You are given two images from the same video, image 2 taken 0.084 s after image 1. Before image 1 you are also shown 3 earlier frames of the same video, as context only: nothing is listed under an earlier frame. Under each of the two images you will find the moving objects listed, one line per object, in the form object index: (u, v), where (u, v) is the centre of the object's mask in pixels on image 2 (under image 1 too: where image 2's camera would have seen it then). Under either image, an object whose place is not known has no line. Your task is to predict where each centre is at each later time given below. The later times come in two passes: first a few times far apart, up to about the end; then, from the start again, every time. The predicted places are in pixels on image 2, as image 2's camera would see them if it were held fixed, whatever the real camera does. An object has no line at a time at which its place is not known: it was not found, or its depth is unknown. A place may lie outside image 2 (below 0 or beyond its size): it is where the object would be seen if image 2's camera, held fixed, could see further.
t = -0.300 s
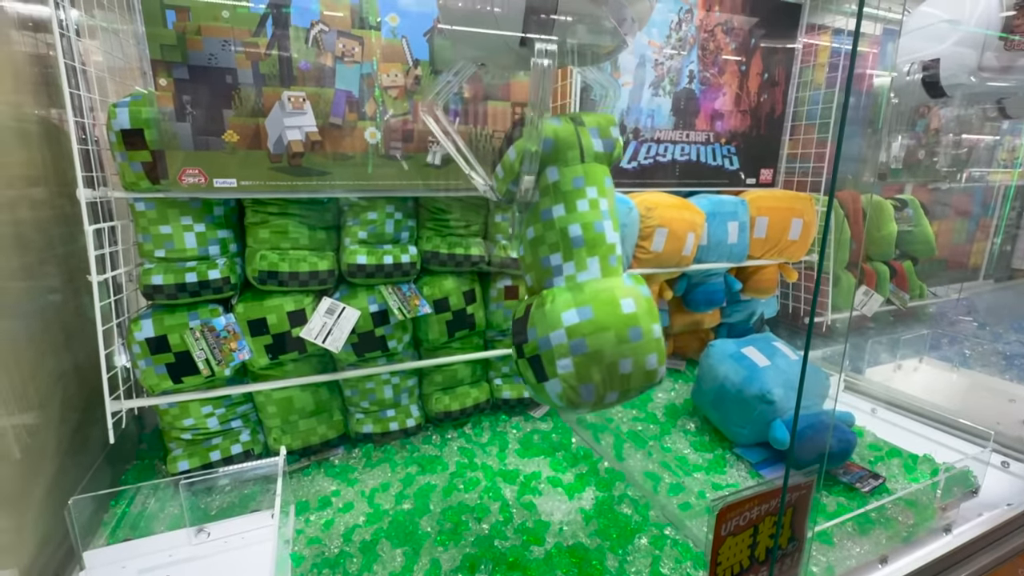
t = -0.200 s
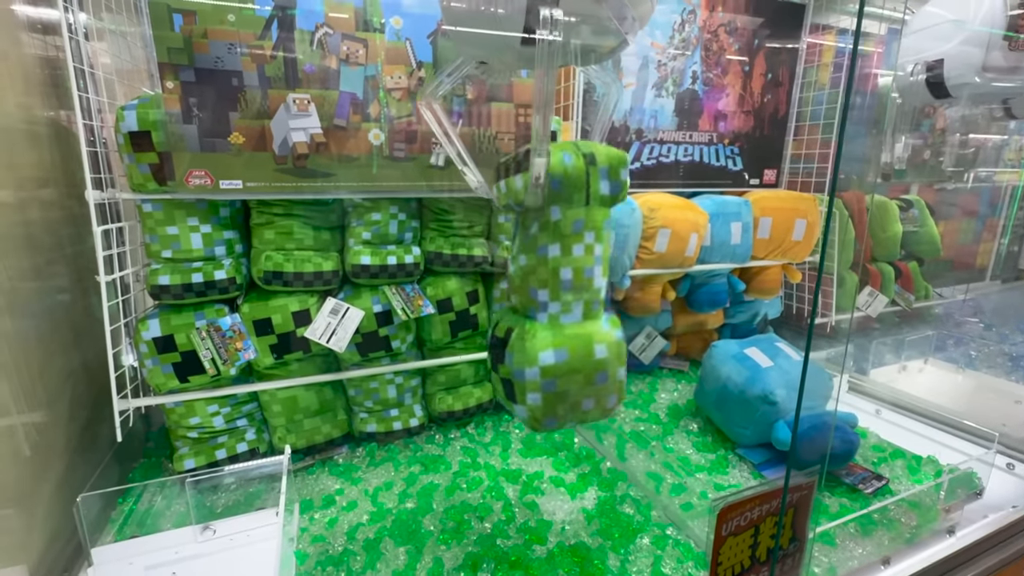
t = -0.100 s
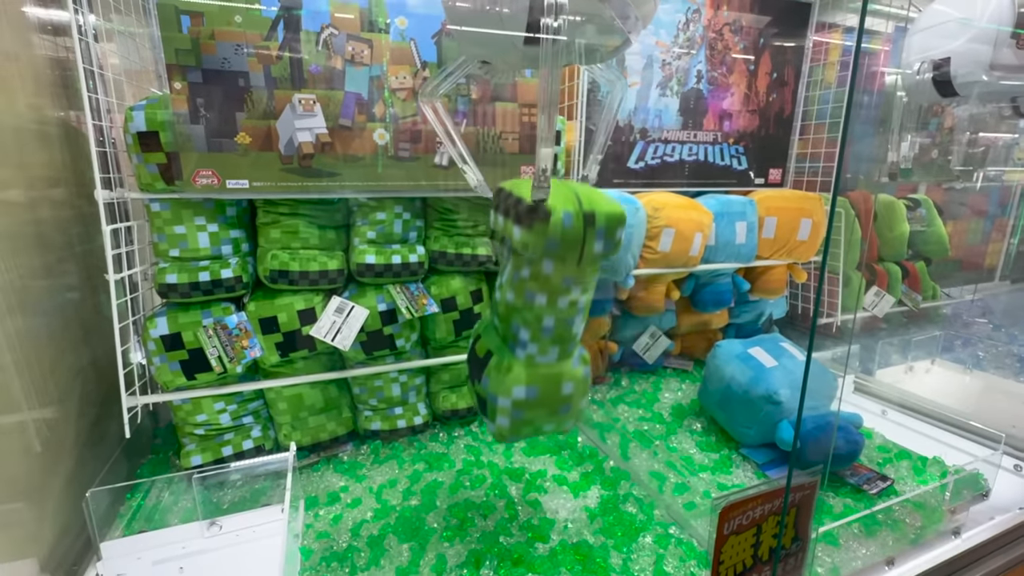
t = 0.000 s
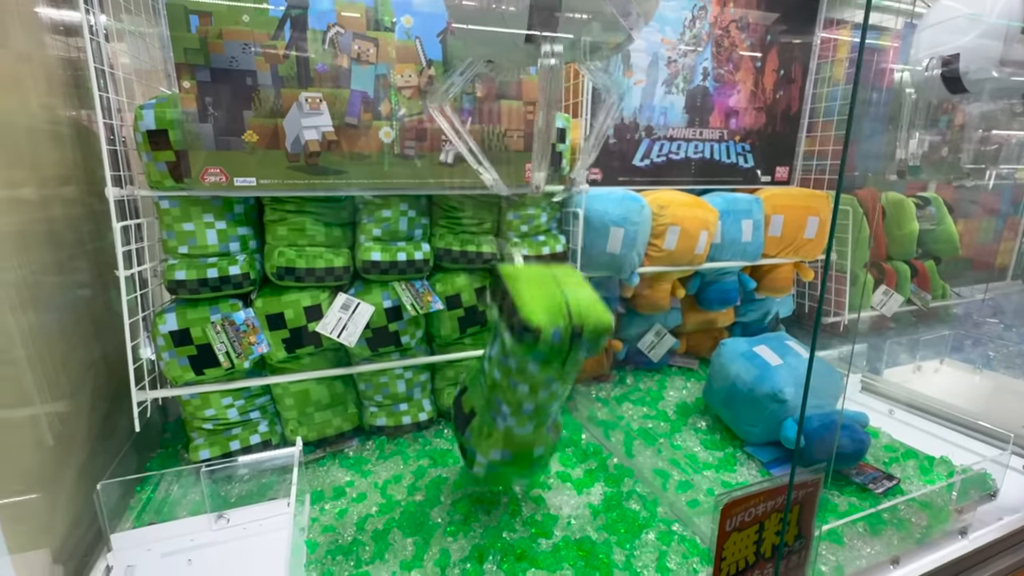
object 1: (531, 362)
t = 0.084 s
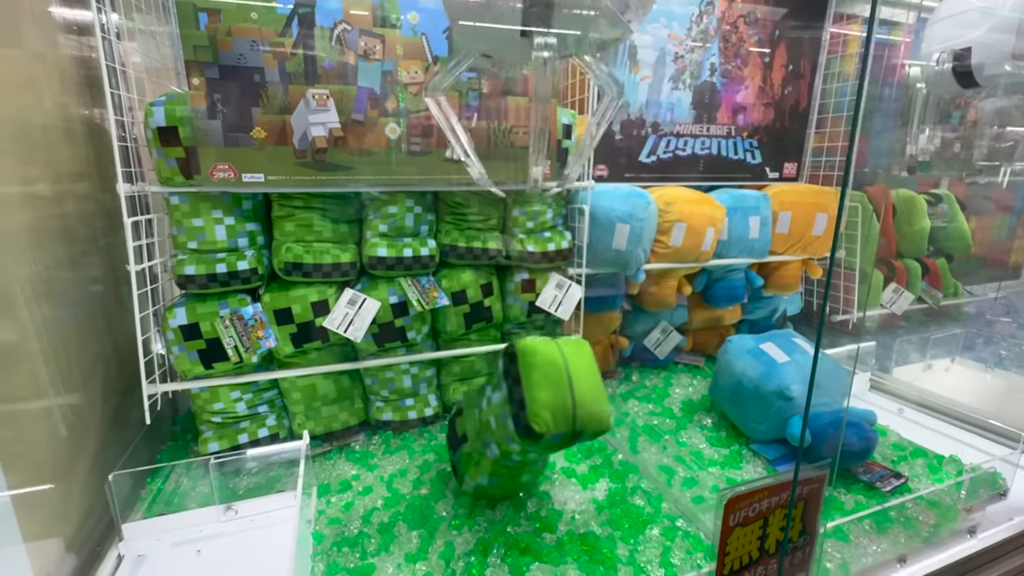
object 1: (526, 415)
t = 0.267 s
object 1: (578, 460)
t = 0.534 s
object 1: (580, 493)
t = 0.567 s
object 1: (580, 493)
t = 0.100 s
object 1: (530, 413)
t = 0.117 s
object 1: (535, 410)
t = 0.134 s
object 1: (539, 411)
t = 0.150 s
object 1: (543, 412)
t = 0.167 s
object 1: (548, 414)
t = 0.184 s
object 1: (553, 417)
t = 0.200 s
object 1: (558, 424)
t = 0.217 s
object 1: (562, 431)
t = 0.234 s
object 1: (568, 443)
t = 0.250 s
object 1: (573, 451)
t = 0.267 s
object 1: (578, 460)
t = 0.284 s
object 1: (582, 469)
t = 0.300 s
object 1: (585, 480)
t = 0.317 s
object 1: (589, 483)
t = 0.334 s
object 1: (588, 487)
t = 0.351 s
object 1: (584, 492)
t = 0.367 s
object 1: (585, 491)
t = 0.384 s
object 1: (586, 490)
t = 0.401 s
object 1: (586, 490)
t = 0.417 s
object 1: (585, 490)
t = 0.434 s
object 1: (583, 491)
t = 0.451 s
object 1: (581, 492)
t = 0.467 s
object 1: (580, 492)
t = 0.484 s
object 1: (580, 492)
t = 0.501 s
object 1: (579, 492)
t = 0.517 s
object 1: (580, 492)
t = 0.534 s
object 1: (580, 493)
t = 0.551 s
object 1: (580, 493)
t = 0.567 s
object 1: (580, 493)
